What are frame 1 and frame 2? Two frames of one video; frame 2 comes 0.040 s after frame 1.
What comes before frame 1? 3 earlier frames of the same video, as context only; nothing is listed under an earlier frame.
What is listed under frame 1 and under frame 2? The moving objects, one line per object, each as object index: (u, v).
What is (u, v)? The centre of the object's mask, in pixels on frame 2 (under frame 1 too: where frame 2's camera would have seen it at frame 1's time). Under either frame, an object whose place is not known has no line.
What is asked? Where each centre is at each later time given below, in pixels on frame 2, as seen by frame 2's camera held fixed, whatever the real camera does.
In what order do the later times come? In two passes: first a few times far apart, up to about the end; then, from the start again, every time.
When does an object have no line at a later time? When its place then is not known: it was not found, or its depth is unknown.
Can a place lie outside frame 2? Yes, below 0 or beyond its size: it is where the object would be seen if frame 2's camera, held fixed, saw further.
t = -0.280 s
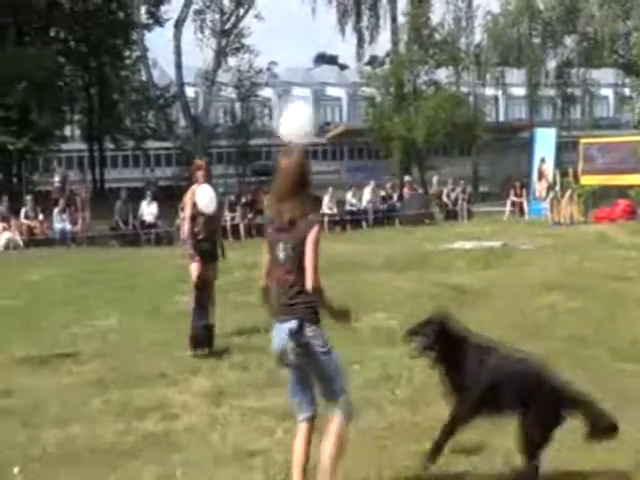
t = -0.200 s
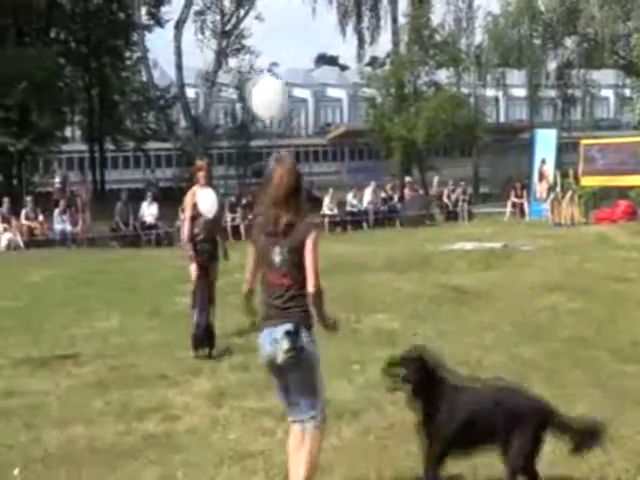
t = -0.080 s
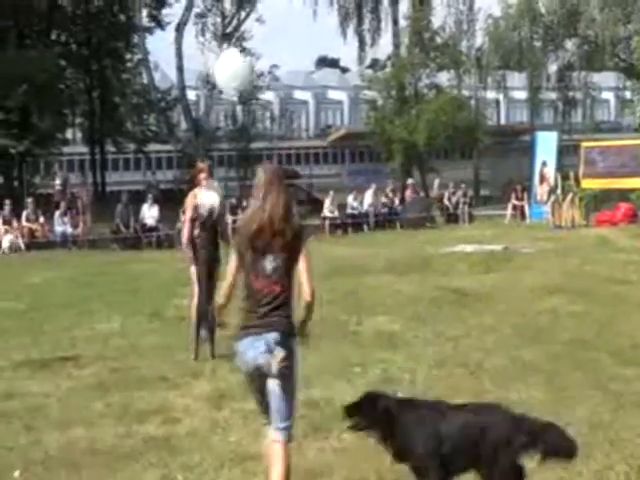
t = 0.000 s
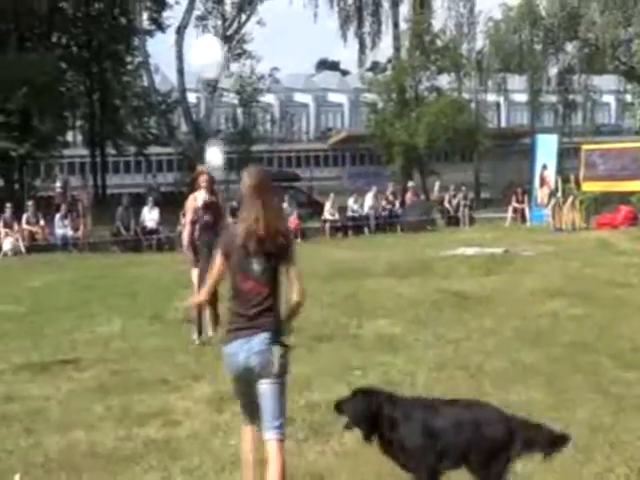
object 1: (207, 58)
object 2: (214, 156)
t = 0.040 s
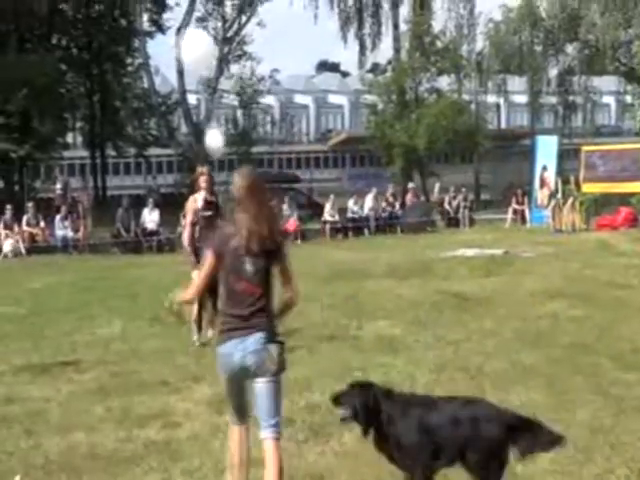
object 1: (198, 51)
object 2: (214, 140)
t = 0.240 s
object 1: (147, 29)
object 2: (210, 82)
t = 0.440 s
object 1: (101, 31)
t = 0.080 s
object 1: (187, 45)
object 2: (214, 126)
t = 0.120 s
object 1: (178, 40)
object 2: (214, 114)
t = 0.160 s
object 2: (212, 102)
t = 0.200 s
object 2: (211, 91)
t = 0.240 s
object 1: (147, 29)
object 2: (210, 82)
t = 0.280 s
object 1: (140, 29)
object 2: (208, 73)
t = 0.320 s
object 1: (129, 29)
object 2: (206, 66)
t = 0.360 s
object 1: (120, 29)
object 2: (204, 61)
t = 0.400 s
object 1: (111, 30)
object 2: (203, 57)
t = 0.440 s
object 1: (101, 31)
